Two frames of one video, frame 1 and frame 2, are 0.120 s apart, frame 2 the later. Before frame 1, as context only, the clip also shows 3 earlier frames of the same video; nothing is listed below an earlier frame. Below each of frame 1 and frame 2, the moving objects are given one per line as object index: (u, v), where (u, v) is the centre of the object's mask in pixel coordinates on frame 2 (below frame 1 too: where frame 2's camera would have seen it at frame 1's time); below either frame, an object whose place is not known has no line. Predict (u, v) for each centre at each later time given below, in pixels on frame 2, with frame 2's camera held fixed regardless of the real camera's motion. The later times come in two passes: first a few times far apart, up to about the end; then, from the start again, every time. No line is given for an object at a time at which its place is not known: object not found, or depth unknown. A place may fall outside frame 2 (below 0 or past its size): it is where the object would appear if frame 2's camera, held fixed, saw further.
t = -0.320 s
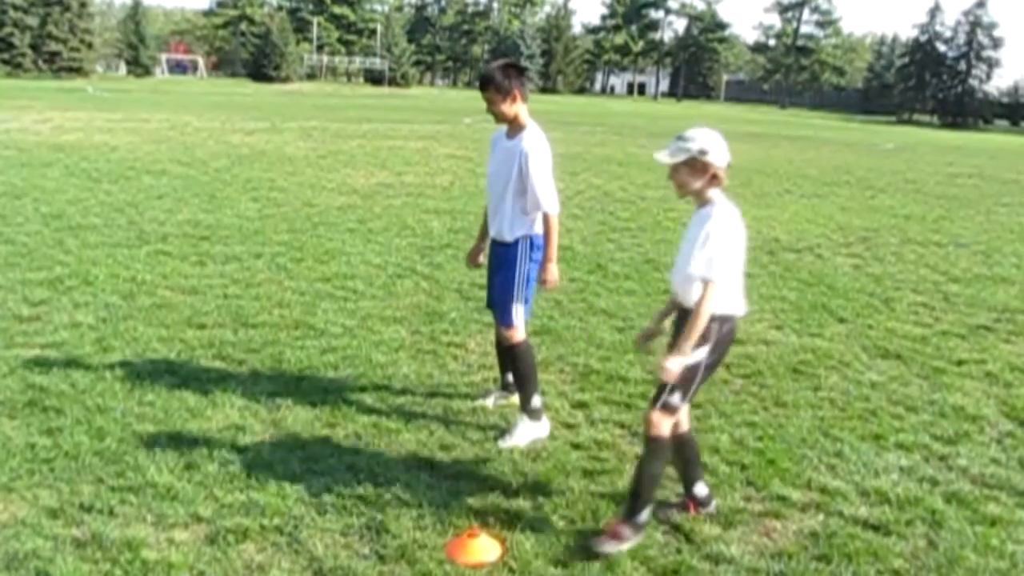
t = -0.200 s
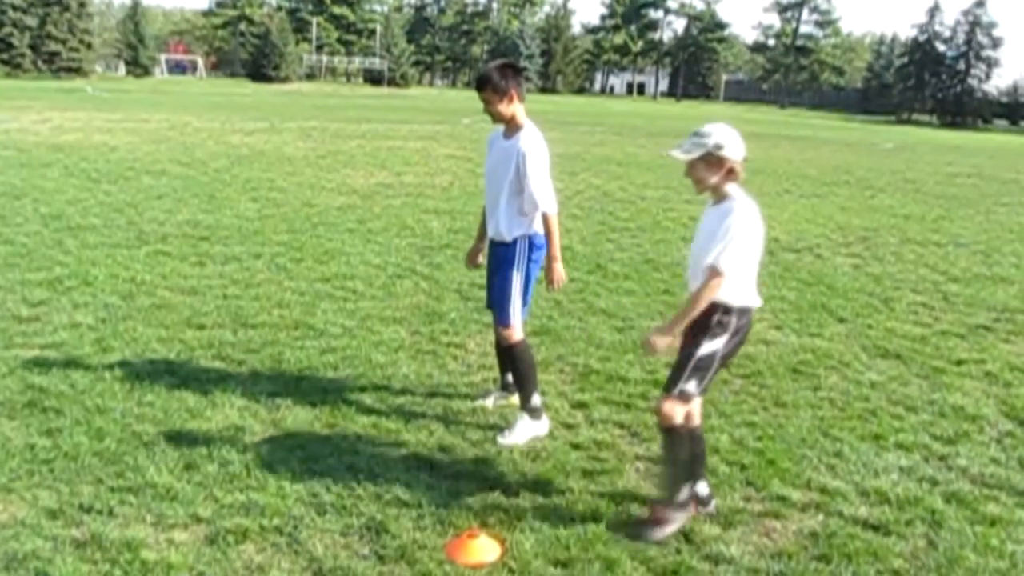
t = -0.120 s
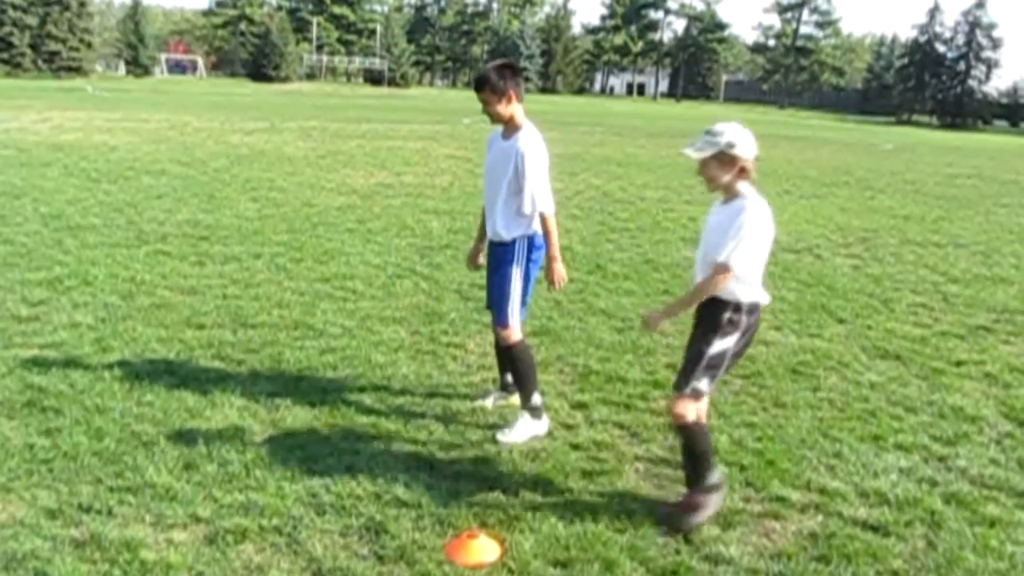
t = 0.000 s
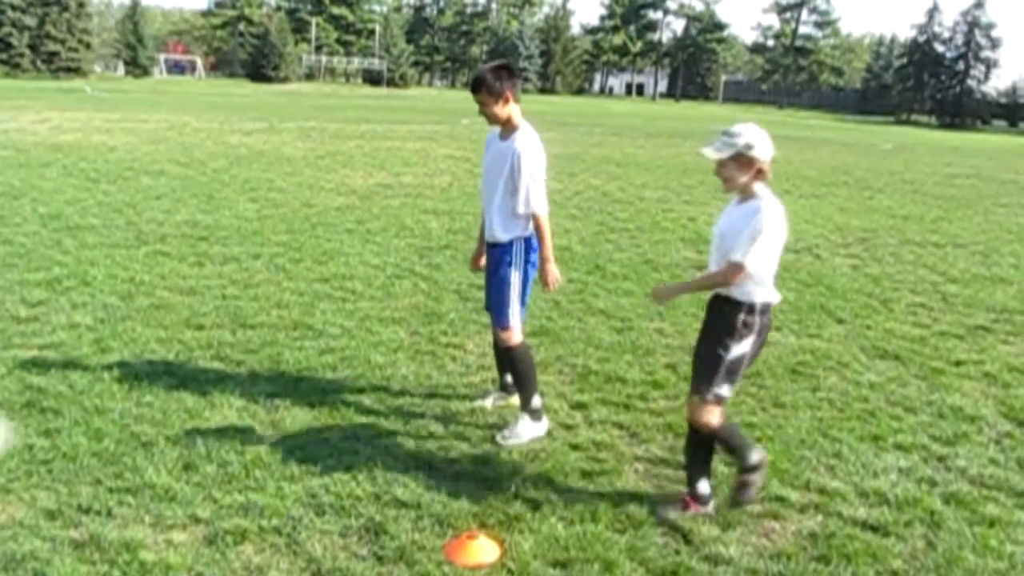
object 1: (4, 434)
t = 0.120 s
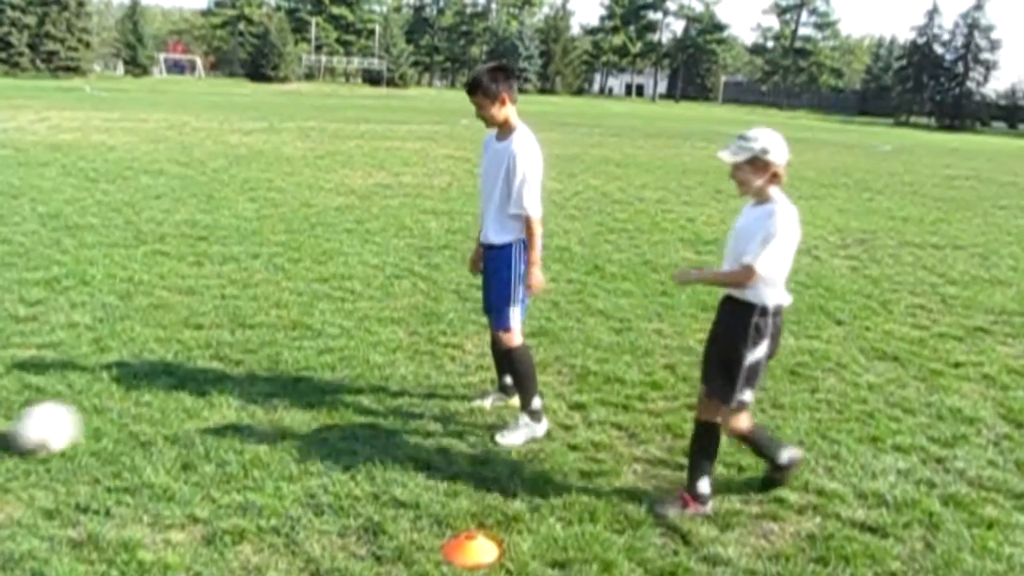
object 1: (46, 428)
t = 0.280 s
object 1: (129, 421)
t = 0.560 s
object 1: (256, 412)
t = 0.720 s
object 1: (320, 404)
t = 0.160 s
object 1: (68, 425)
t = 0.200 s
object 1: (88, 424)
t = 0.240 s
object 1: (107, 422)
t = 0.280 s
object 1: (129, 421)
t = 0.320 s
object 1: (148, 420)
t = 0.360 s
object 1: (165, 418)
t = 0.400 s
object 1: (187, 414)
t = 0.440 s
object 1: (203, 413)
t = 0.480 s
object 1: (223, 412)
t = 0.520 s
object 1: (240, 412)
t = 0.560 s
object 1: (256, 412)
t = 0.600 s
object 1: (274, 410)
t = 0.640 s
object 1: (289, 407)
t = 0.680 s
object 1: (305, 405)
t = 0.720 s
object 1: (320, 404)
